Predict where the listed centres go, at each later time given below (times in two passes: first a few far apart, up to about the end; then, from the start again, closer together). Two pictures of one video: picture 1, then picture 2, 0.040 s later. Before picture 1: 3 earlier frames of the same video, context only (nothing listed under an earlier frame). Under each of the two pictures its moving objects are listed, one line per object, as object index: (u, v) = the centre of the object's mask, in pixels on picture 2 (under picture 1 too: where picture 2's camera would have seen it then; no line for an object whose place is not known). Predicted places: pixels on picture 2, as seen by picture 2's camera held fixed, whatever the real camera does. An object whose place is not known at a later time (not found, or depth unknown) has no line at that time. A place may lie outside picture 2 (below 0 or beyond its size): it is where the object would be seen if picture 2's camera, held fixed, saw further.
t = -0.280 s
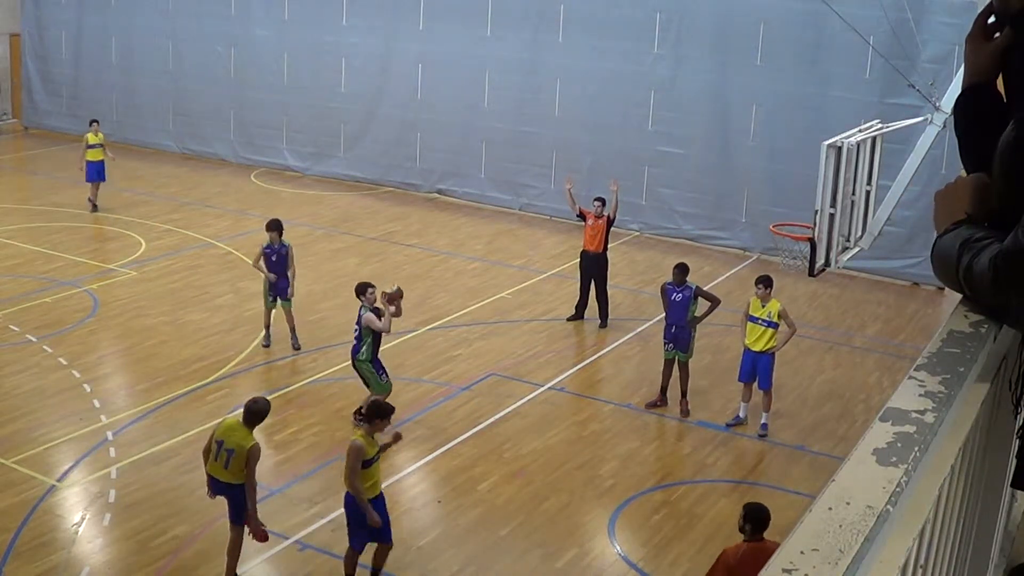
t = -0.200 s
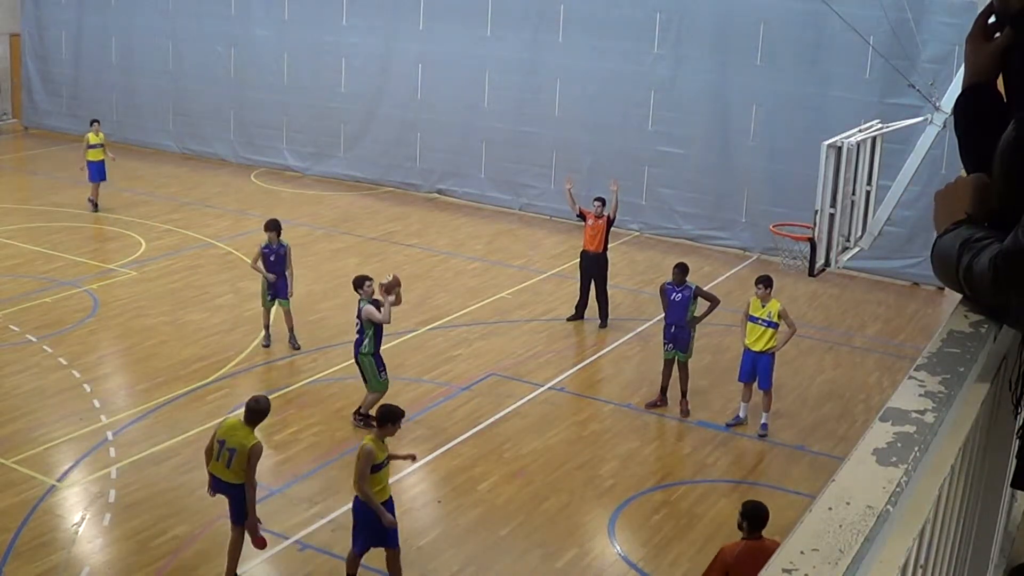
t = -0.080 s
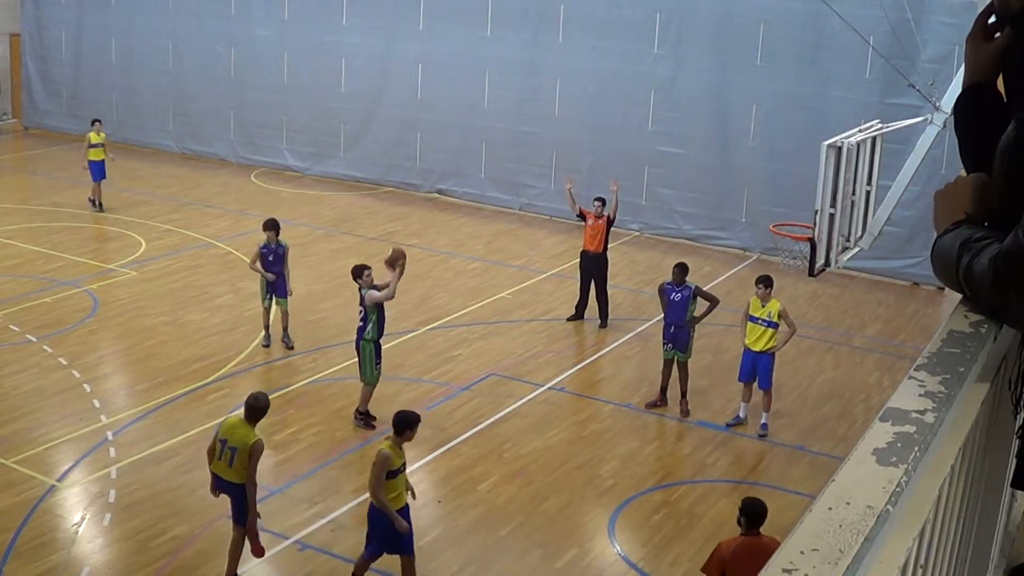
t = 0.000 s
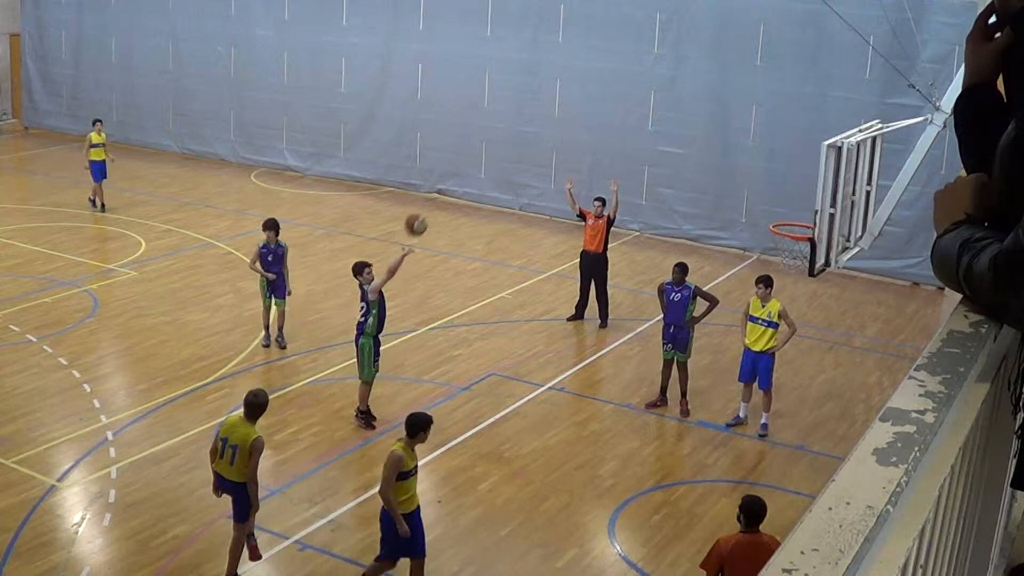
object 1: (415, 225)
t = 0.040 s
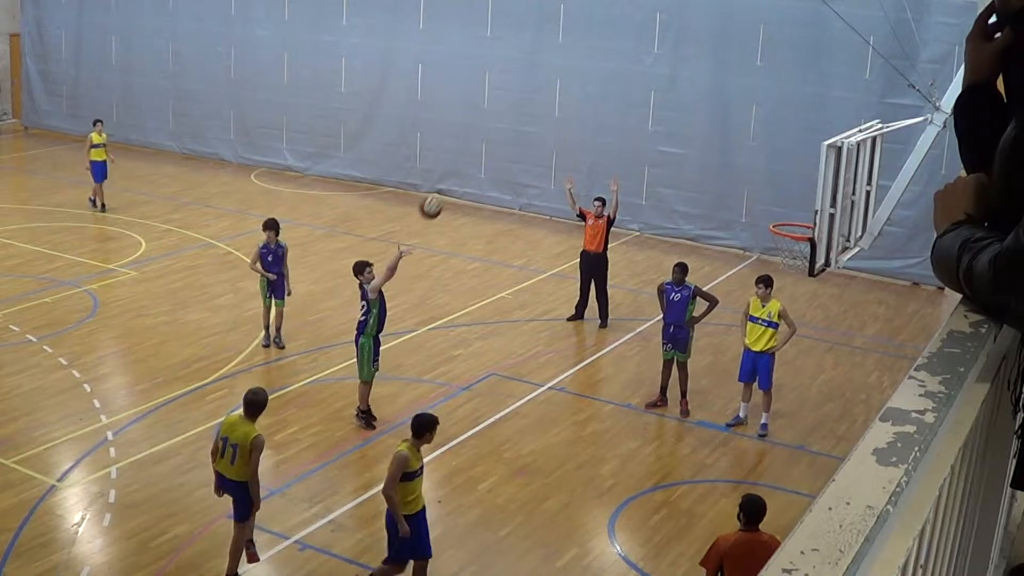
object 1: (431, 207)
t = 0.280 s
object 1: (521, 131)
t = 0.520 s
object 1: (617, 105)
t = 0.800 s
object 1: (734, 152)
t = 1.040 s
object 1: (811, 202)
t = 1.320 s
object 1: (799, 160)
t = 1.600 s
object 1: (760, 204)
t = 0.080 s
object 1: (445, 191)
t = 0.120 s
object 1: (460, 177)
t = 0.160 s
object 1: (475, 164)
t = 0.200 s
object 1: (490, 152)
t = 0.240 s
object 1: (504, 141)
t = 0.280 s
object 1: (521, 131)
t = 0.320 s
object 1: (536, 123)
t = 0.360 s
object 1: (552, 117)
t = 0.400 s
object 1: (568, 111)
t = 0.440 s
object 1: (584, 107)
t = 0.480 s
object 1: (600, 106)
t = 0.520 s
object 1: (617, 105)
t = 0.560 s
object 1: (634, 106)
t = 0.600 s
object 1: (650, 110)
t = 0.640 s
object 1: (666, 115)
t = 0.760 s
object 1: (718, 140)
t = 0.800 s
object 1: (734, 152)
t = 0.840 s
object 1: (751, 166)
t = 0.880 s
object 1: (767, 182)
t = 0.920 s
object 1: (783, 200)
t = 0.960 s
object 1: (800, 220)
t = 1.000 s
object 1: (807, 215)
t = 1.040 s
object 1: (811, 202)
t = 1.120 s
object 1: (814, 182)
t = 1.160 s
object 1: (812, 175)
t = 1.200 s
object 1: (810, 168)
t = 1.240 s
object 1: (808, 163)
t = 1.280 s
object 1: (805, 161)
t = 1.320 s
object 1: (799, 160)
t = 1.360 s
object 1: (794, 161)
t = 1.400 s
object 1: (789, 163)
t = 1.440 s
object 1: (783, 168)
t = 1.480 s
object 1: (778, 175)
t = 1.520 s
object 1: (771, 183)
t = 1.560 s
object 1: (766, 192)
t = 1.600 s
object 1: (760, 204)
